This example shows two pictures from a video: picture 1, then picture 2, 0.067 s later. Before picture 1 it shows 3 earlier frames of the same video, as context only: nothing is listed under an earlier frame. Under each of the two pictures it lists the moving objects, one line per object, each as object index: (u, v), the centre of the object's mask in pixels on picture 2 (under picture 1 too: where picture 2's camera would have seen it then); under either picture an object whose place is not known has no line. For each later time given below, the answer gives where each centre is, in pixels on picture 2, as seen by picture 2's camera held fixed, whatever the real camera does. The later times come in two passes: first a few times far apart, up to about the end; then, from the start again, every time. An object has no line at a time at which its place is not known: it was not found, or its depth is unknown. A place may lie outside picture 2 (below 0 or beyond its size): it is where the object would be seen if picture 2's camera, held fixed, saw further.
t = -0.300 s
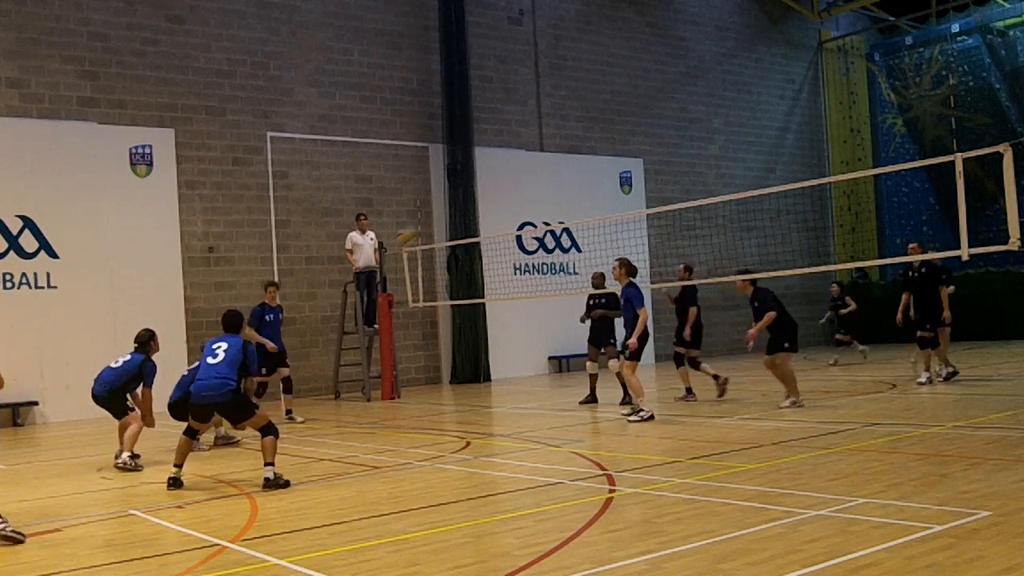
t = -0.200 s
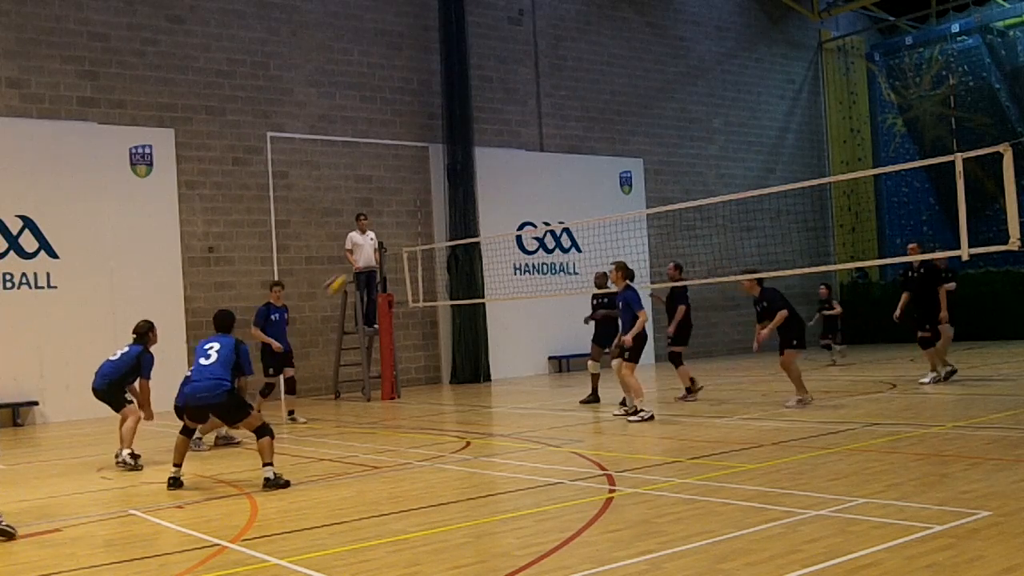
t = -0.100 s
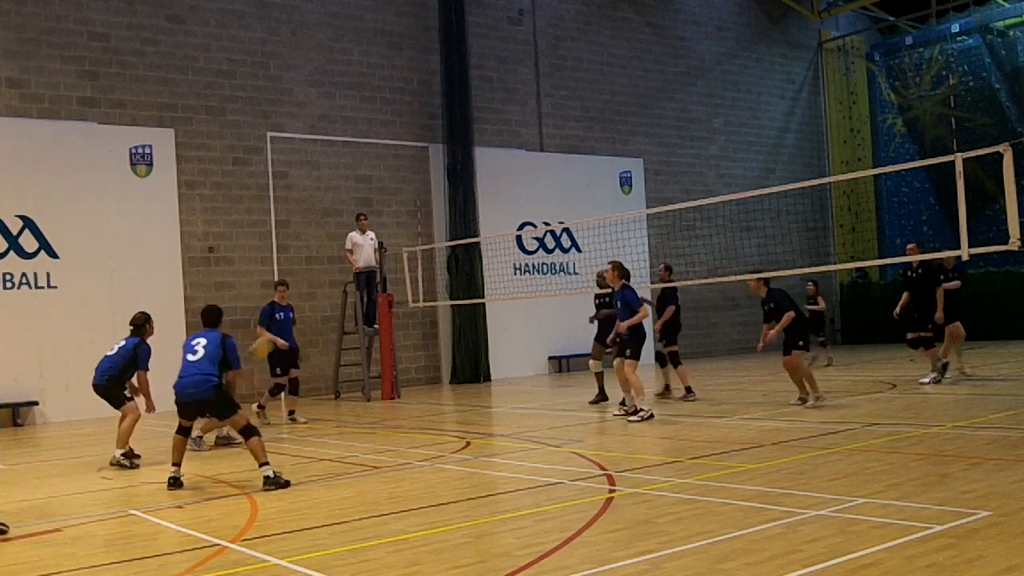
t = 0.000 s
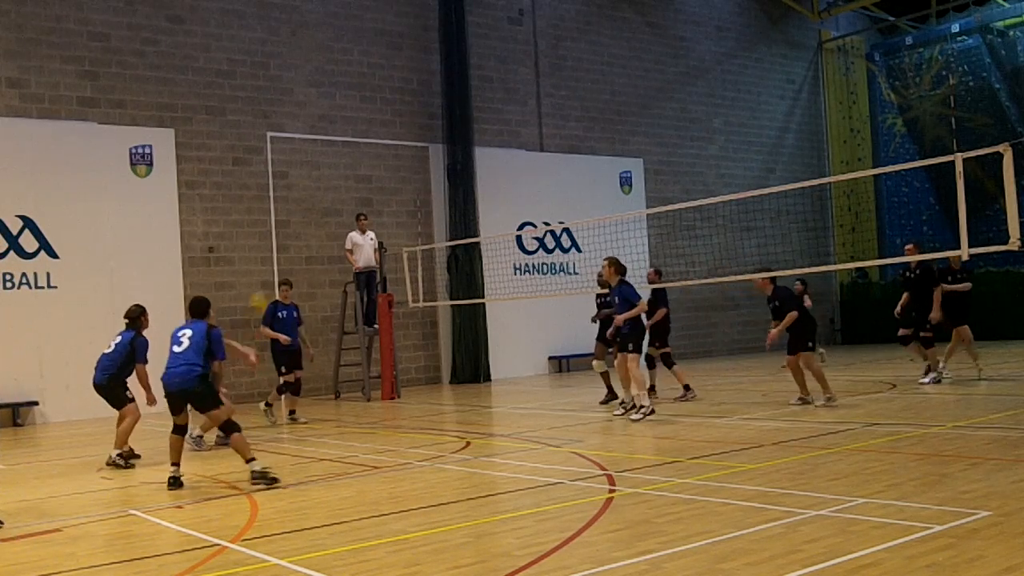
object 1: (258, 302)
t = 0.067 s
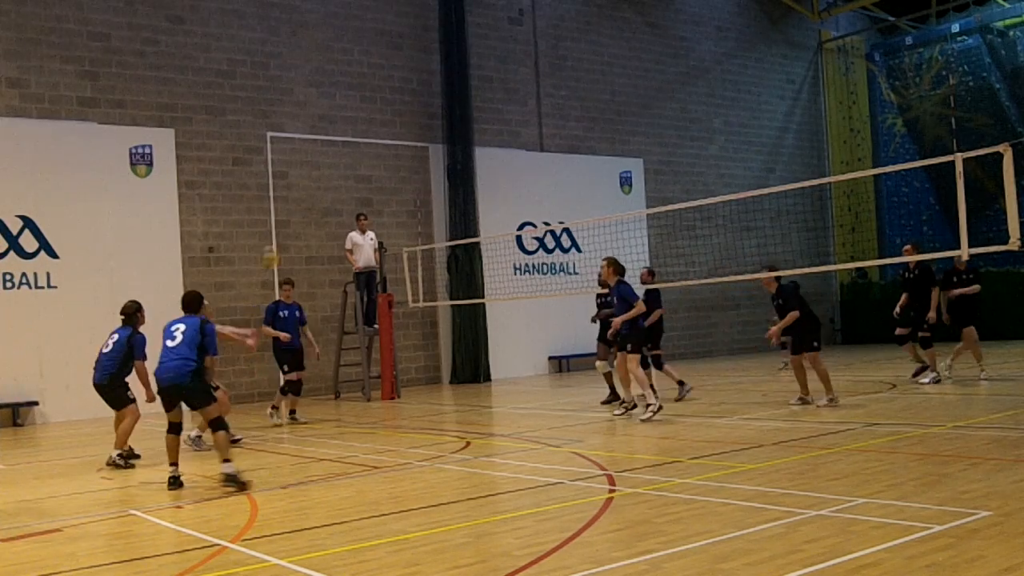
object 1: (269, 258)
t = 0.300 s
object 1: (307, 134)
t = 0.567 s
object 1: (352, 52)
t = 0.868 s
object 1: (404, 32)
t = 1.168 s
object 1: (460, 88)
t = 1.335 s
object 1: (491, 152)
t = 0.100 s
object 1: (275, 236)
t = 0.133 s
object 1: (280, 218)
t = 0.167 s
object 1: (285, 199)
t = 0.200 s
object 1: (291, 181)
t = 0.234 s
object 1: (295, 165)
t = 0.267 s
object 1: (301, 149)
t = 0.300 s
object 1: (307, 134)
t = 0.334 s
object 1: (313, 120)
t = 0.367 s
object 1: (317, 108)
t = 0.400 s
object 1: (324, 96)
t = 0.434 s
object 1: (330, 85)
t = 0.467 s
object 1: (335, 76)
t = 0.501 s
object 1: (341, 67)
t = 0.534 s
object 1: (347, 59)
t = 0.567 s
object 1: (352, 52)
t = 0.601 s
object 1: (358, 46)
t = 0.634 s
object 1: (364, 41)
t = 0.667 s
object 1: (369, 37)
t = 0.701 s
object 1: (375, 34)
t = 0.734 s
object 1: (381, 32)
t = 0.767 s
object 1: (387, 31)
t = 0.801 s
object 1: (393, 30)
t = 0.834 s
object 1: (398, 31)
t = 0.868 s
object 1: (404, 32)
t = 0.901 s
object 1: (411, 35)
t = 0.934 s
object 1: (417, 38)
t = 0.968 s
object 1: (422, 42)
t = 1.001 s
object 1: (429, 48)
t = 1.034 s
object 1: (436, 54)
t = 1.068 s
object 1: (441, 61)
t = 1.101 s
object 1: (447, 70)
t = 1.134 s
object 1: (454, 79)
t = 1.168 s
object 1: (460, 88)
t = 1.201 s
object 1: (466, 100)
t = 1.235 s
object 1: (473, 112)
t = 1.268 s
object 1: (480, 125)
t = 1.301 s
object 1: (486, 137)
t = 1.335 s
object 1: (491, 152)
